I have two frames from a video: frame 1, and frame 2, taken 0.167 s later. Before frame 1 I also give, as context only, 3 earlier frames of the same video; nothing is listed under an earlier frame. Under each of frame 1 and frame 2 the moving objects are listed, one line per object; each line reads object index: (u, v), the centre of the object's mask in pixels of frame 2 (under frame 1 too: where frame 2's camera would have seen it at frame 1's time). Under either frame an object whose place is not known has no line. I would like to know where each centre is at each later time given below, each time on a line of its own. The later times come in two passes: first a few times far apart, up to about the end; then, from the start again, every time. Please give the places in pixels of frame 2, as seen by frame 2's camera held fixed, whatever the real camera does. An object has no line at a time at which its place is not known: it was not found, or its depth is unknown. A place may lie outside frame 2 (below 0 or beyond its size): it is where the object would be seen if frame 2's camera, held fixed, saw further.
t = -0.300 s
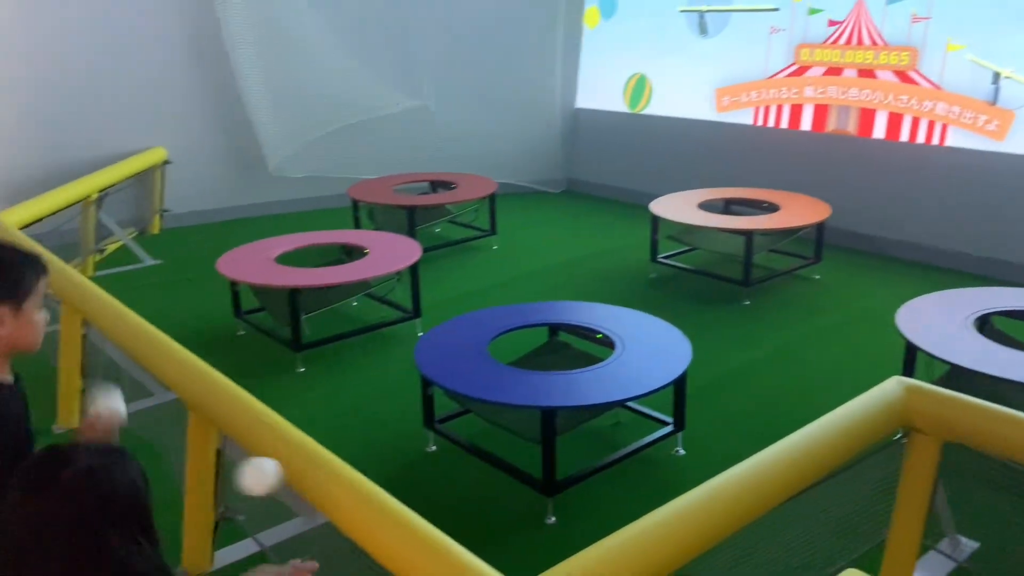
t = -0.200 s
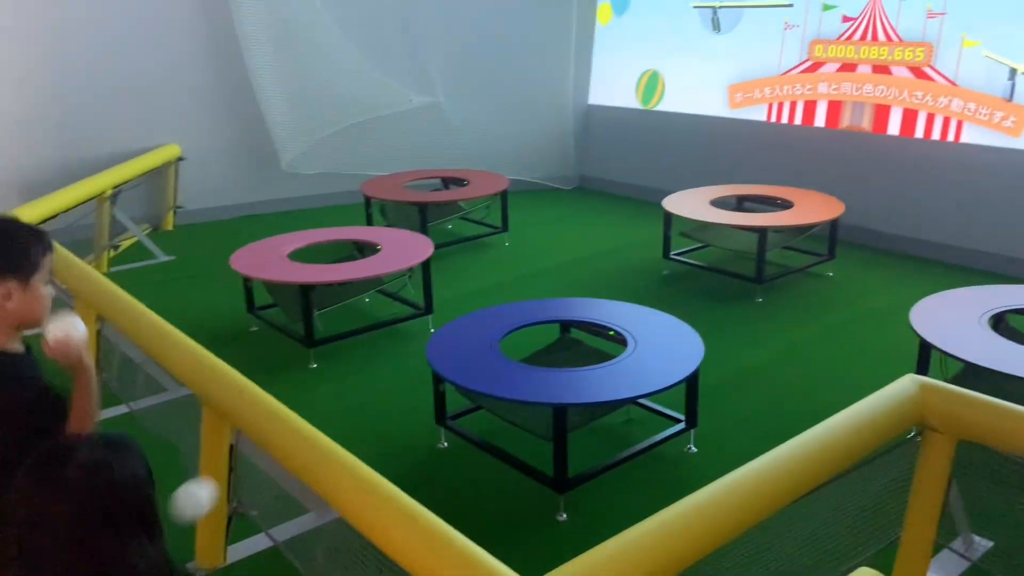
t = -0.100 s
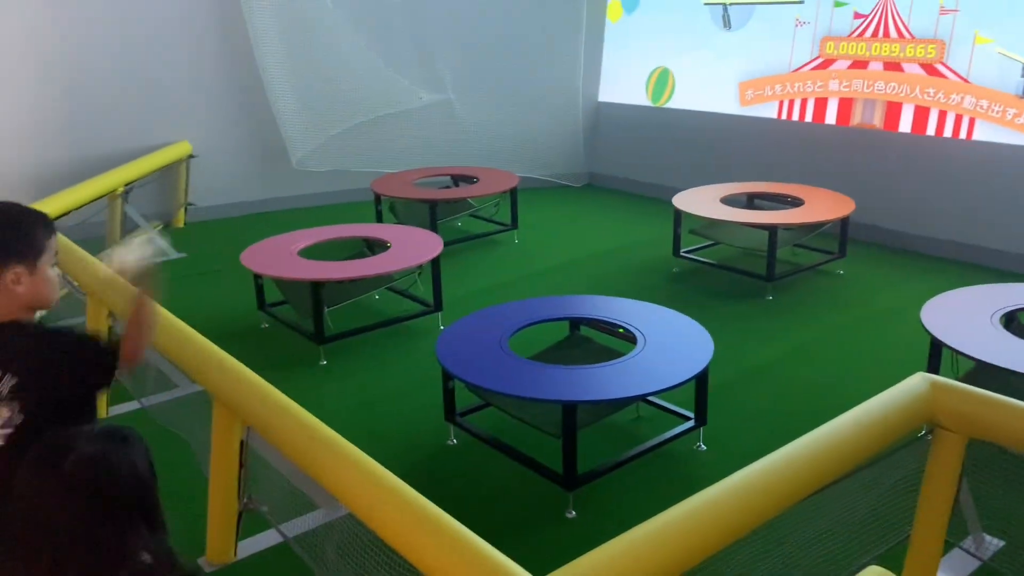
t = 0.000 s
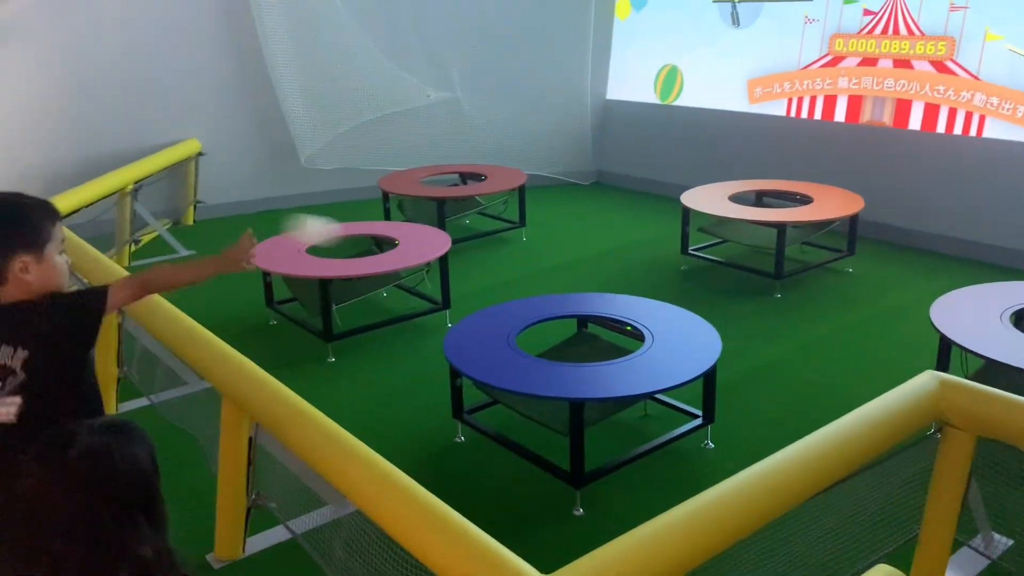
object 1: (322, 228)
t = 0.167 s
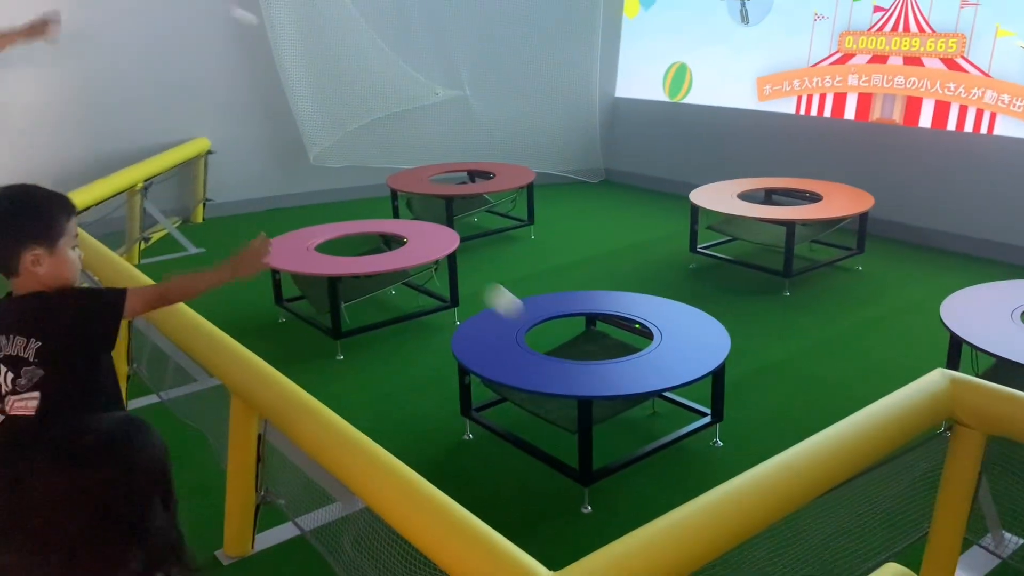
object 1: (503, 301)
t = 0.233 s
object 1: (552, 343)
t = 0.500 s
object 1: (644, 281)
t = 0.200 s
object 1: (529, 324)
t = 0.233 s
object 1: (552, 343)
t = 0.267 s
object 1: (567, 327)
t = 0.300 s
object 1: (580, 309)
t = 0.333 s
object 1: (593, 295)
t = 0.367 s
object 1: (605, 285)
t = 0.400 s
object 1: (616, 279)
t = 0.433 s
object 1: (626, 277)
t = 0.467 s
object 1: (635, 277)
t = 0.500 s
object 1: (644, 281)
